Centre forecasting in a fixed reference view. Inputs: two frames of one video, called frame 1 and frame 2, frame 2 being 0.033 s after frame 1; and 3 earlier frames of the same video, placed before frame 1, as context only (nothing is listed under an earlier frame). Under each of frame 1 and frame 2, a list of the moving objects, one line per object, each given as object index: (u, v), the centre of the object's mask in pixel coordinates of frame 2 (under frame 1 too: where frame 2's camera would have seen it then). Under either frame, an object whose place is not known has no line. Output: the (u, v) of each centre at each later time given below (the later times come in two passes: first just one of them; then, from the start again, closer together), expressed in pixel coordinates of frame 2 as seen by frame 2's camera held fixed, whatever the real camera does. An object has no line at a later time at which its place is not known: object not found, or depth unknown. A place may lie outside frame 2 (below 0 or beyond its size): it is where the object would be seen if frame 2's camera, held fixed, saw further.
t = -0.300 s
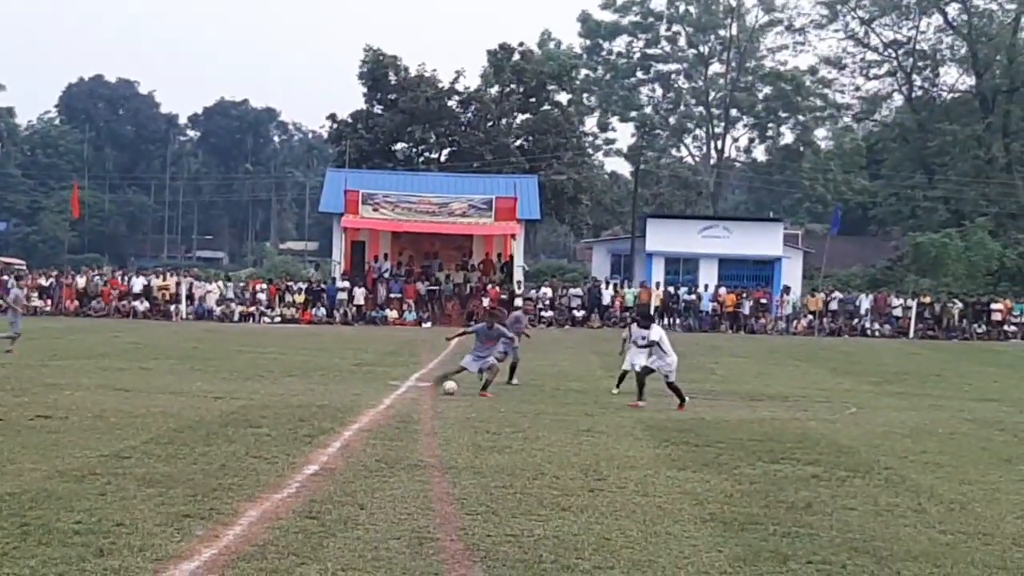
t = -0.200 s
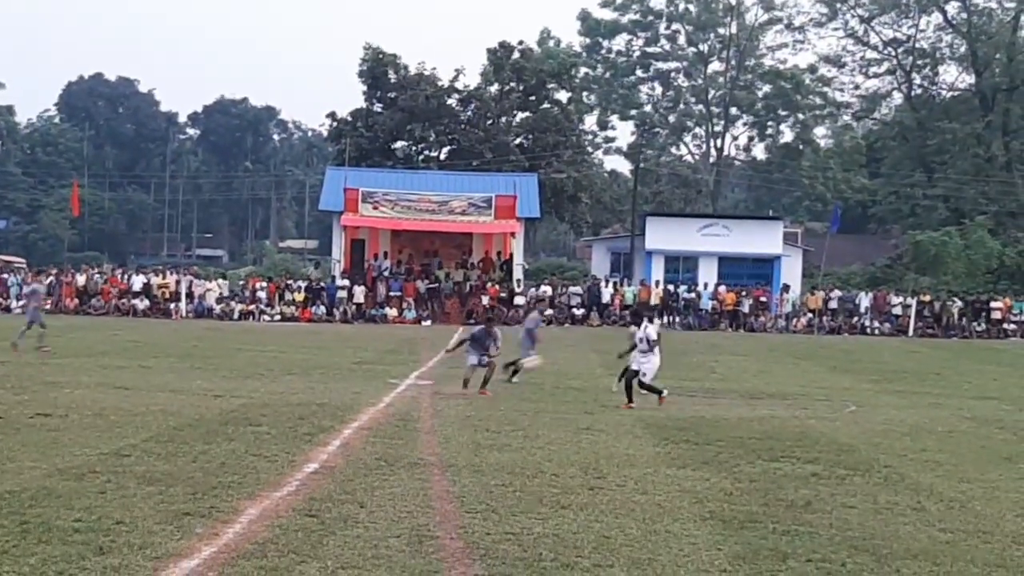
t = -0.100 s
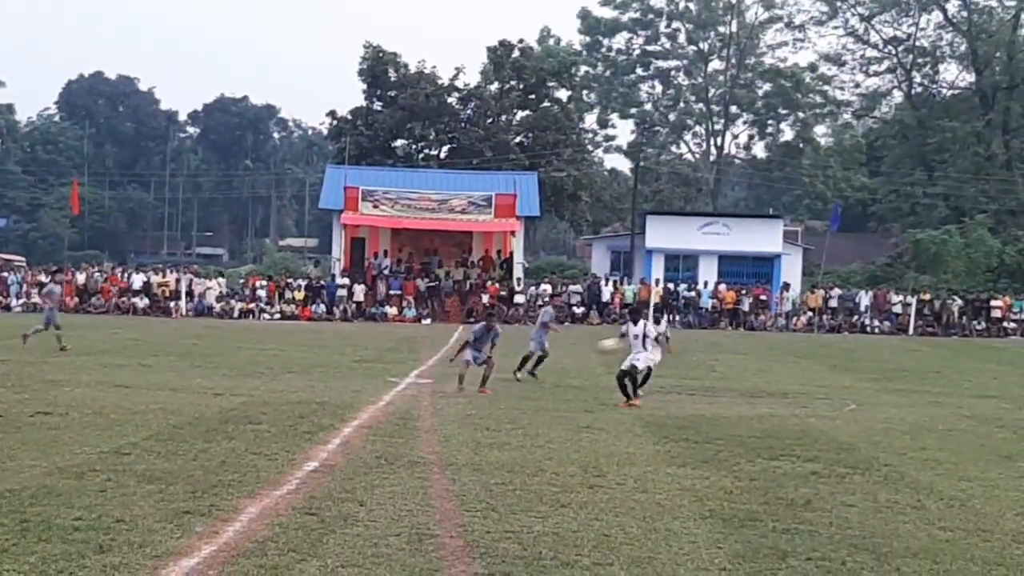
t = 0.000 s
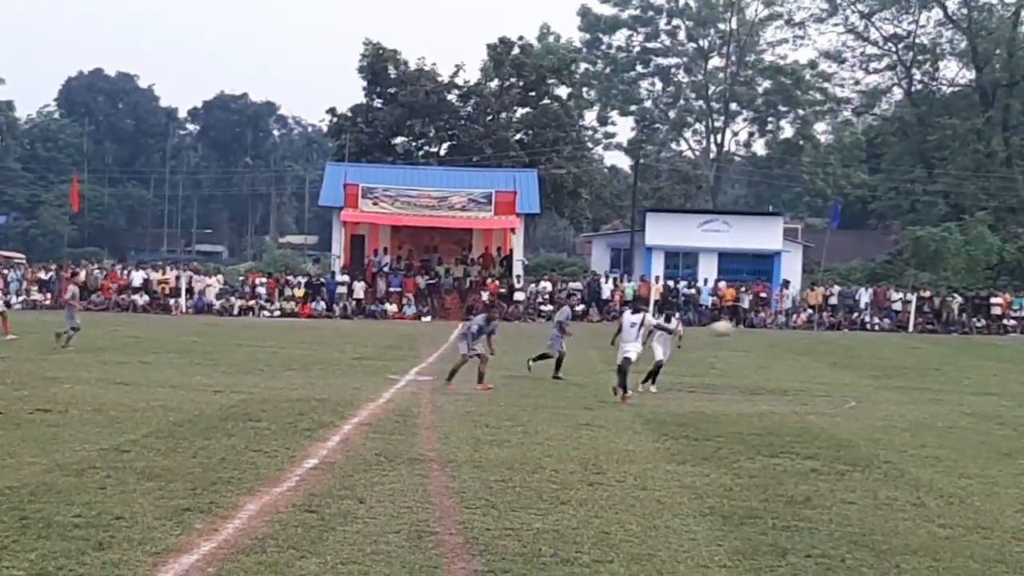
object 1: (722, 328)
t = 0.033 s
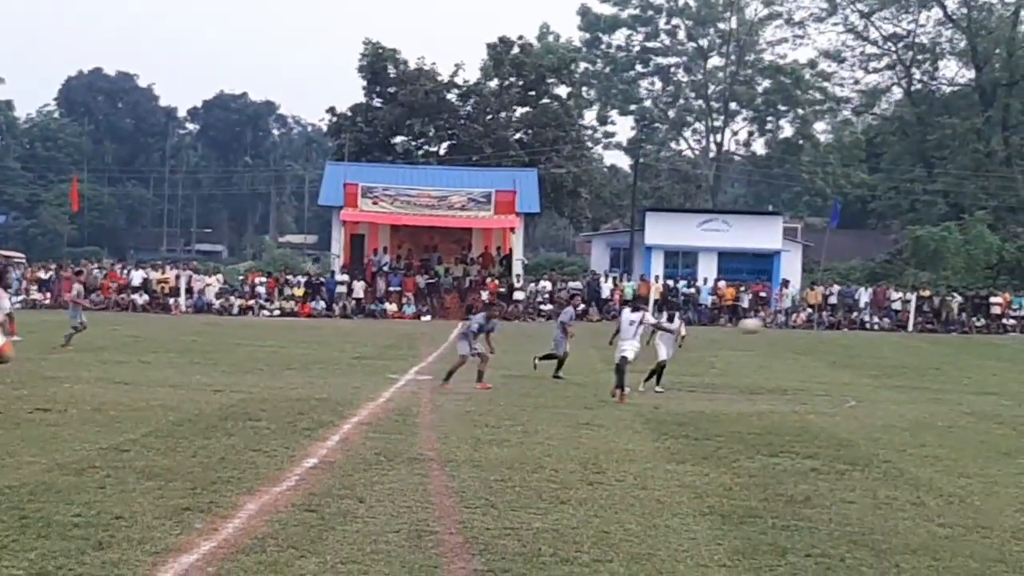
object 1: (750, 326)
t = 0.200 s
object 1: (936, 326)
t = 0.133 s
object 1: (873, 323)
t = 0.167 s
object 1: (905, 324)
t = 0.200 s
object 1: (936, 326)
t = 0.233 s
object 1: (970, 329)
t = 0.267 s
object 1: (1005, 334)
